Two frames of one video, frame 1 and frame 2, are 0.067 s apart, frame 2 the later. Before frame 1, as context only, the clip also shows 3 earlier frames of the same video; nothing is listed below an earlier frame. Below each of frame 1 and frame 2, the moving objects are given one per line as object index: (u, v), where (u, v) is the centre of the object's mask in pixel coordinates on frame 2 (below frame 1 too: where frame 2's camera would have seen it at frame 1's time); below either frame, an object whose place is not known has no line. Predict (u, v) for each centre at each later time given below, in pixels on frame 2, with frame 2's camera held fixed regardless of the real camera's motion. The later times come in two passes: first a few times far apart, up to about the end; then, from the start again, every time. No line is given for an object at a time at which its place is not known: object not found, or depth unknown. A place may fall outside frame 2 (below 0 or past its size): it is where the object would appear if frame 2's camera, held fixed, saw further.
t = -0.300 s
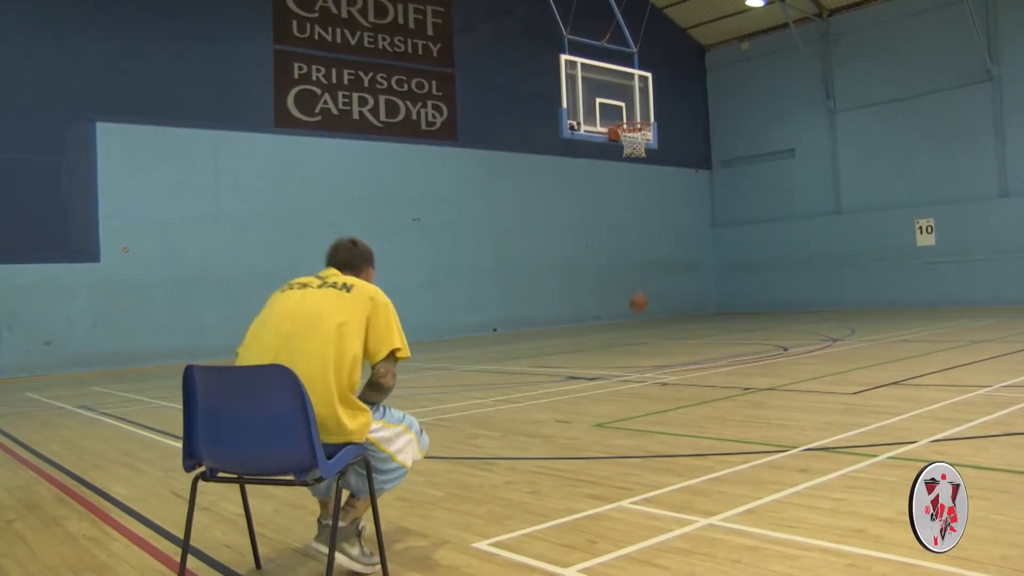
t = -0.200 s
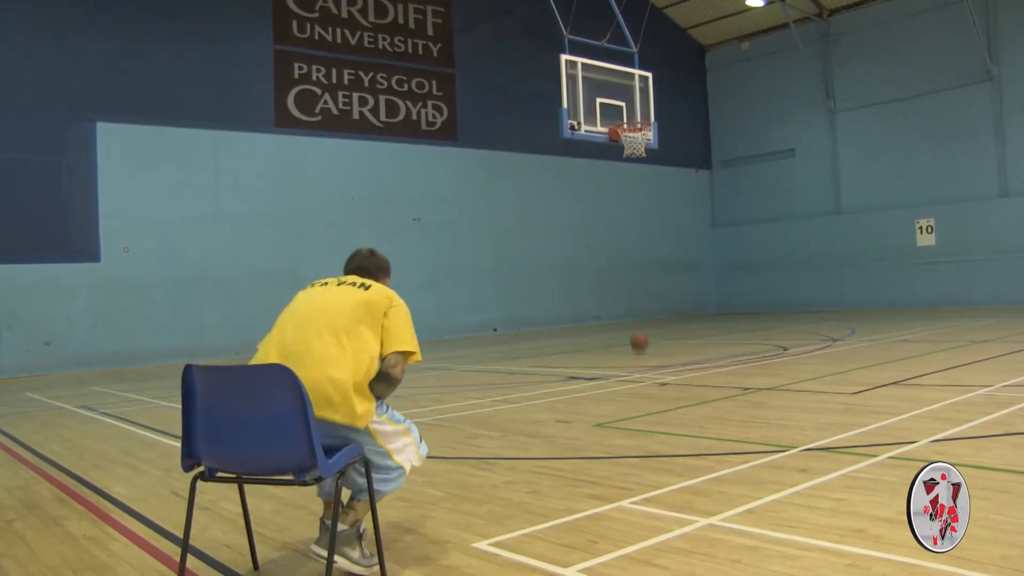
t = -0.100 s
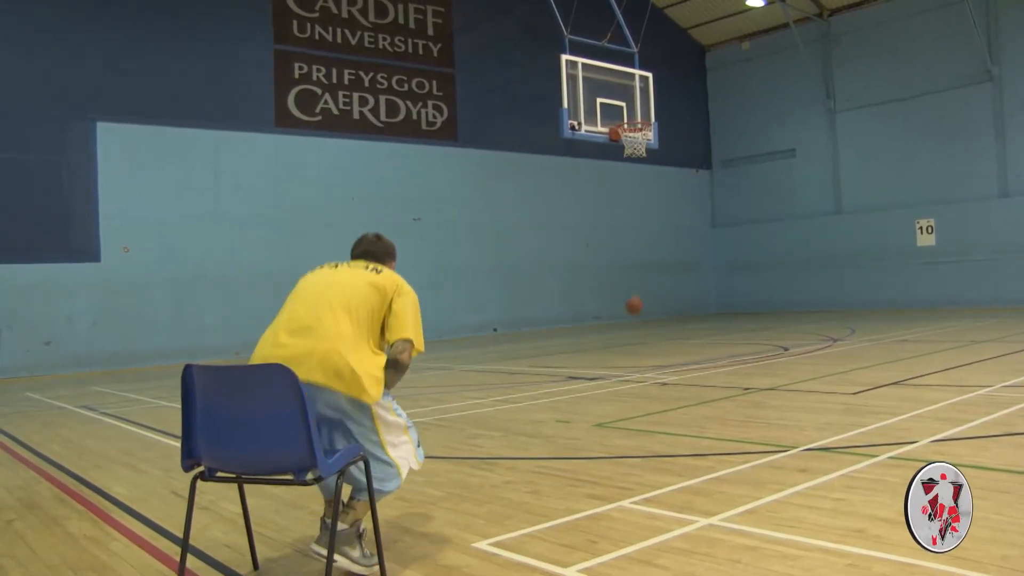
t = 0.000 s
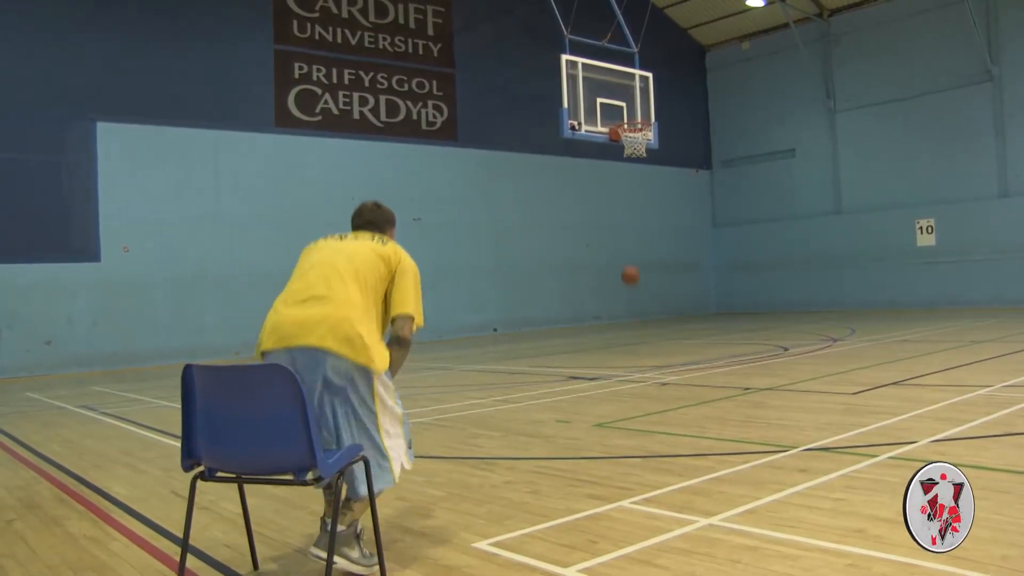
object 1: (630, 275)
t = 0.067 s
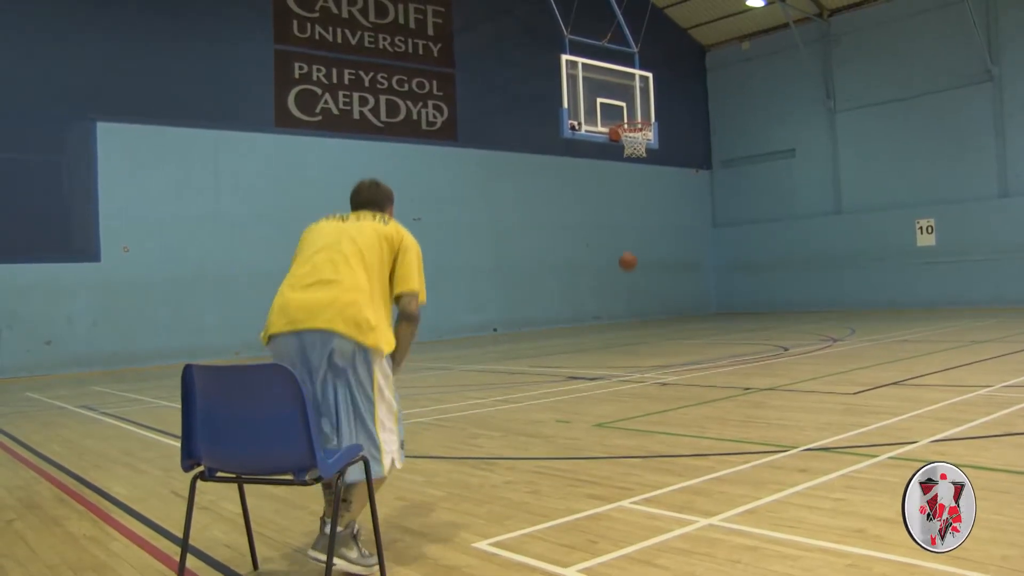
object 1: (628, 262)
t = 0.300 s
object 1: (619, 229)
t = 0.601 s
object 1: (610, 250)
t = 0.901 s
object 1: (606, 343)
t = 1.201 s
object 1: (593, 287)
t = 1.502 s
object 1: (582, 281)
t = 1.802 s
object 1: (576, 350)
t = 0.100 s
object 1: (626, 253)
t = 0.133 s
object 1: (624, 246)
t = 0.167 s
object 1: (624, 243)
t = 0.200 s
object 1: (622, 237)
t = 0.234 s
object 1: (621, 233)
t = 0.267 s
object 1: (620, 231)
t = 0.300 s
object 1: (619, 229)
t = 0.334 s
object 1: (617, 228)
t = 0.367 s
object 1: (617, 228)
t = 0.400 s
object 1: (616, 228)
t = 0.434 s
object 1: (614, 230)
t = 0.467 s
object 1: (614, 231)
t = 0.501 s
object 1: (613, 235)
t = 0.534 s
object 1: (612, 240)
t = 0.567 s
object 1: (611, 243)
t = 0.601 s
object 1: (610, 250)
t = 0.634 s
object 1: (609, 258)
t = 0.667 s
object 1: (609, 263)
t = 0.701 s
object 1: (608, 273)
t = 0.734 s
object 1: (607, 284)
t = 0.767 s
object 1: (607, 290)
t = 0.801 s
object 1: (606, 304)
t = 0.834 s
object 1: (606, 318)
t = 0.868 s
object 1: (606, 326)
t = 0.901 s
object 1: (606, 343)
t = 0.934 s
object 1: (605, 348)
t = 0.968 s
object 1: (604, 342)
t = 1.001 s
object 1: (602, 329)
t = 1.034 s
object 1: (600, 318)
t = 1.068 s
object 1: (599, 314)
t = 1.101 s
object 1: (597, 304)
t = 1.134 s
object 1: (595, 296)
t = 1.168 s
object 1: (595, 293)
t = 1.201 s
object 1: (593, 287)
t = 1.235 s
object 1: (591, 282)
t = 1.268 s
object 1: (591, 280)
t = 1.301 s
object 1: (589, 277)
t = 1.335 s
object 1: (587, 276)
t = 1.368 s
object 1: (587, 275)
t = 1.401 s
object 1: (586, 276)
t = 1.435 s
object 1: (585, 277)
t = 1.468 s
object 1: (583, 279)
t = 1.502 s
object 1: (582, 281)
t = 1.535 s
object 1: (582, 286)
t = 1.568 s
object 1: (581, 292)
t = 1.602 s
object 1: (580, 295)
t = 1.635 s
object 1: (579, 303)
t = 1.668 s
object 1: (578, 313)
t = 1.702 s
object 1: (577, 319)
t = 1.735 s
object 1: (577, 330)
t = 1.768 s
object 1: (576, 343)
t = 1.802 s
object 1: (576, 350)
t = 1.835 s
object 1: (575, 352)
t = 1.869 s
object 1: (572, 342)
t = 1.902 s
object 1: (571, 338)
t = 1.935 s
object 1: (570, 330)
